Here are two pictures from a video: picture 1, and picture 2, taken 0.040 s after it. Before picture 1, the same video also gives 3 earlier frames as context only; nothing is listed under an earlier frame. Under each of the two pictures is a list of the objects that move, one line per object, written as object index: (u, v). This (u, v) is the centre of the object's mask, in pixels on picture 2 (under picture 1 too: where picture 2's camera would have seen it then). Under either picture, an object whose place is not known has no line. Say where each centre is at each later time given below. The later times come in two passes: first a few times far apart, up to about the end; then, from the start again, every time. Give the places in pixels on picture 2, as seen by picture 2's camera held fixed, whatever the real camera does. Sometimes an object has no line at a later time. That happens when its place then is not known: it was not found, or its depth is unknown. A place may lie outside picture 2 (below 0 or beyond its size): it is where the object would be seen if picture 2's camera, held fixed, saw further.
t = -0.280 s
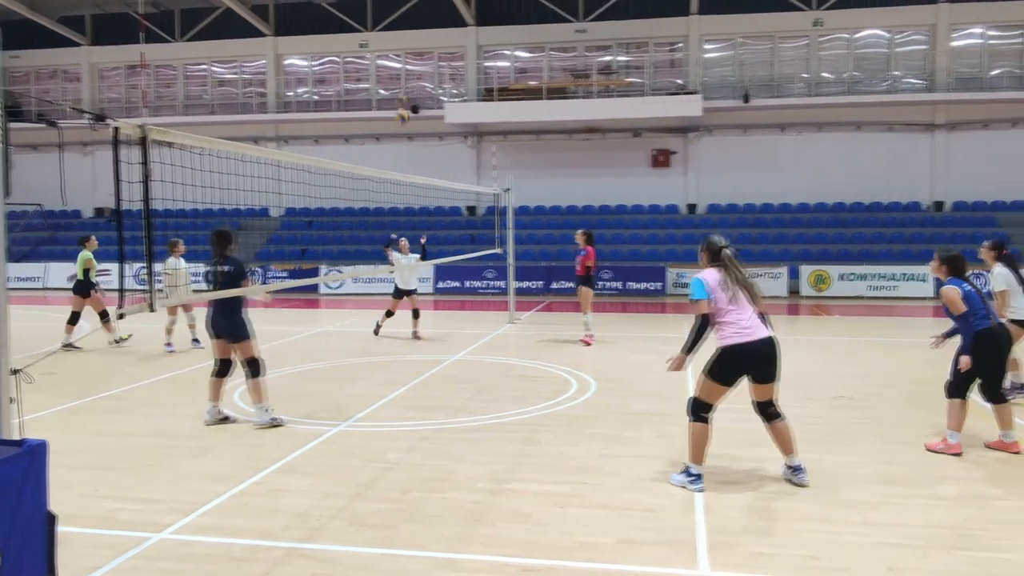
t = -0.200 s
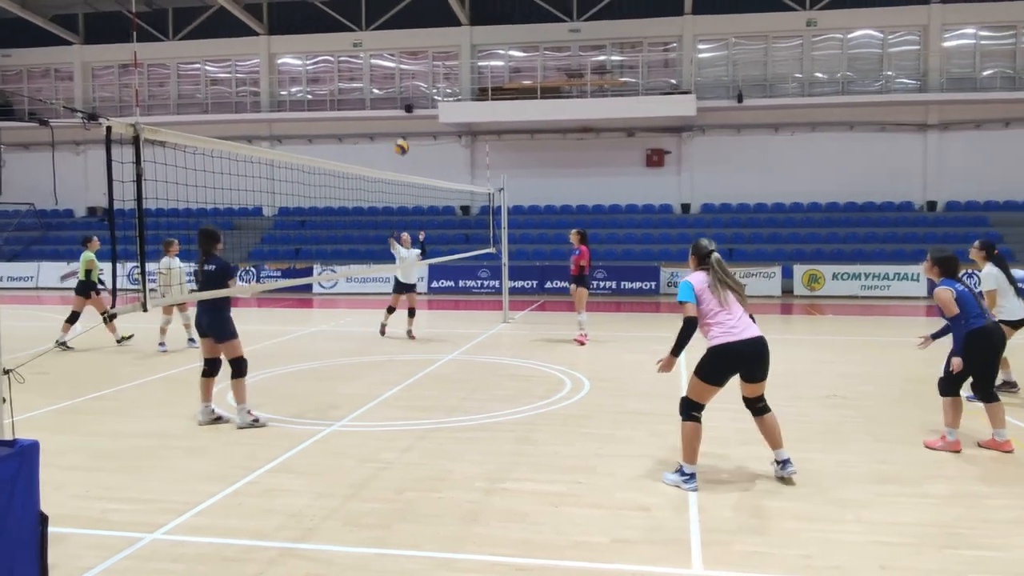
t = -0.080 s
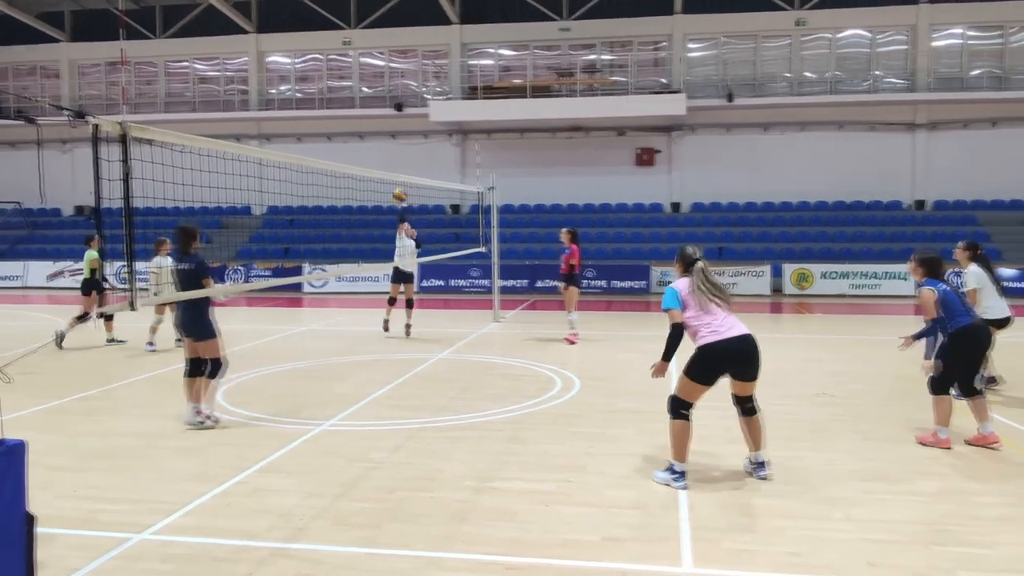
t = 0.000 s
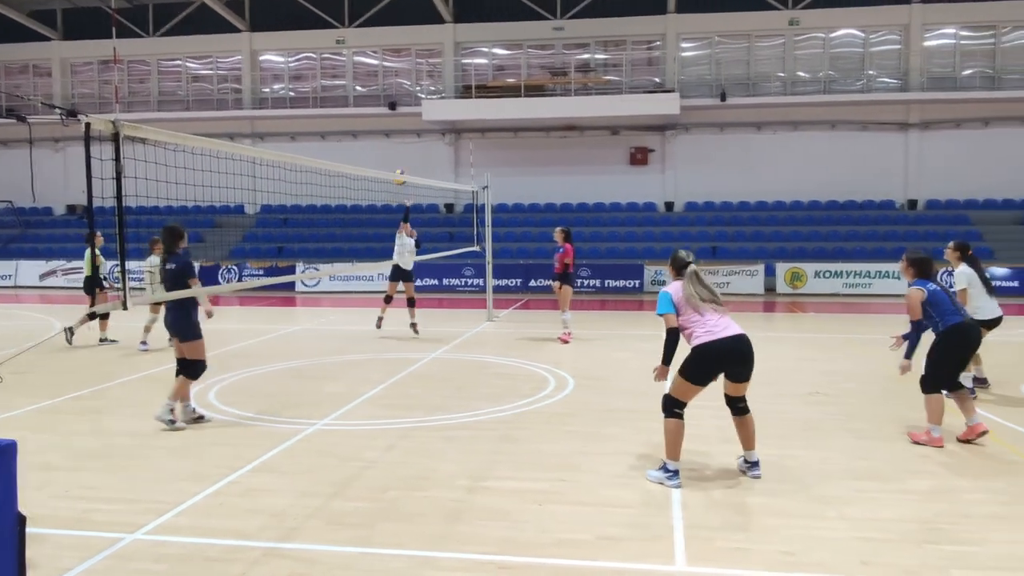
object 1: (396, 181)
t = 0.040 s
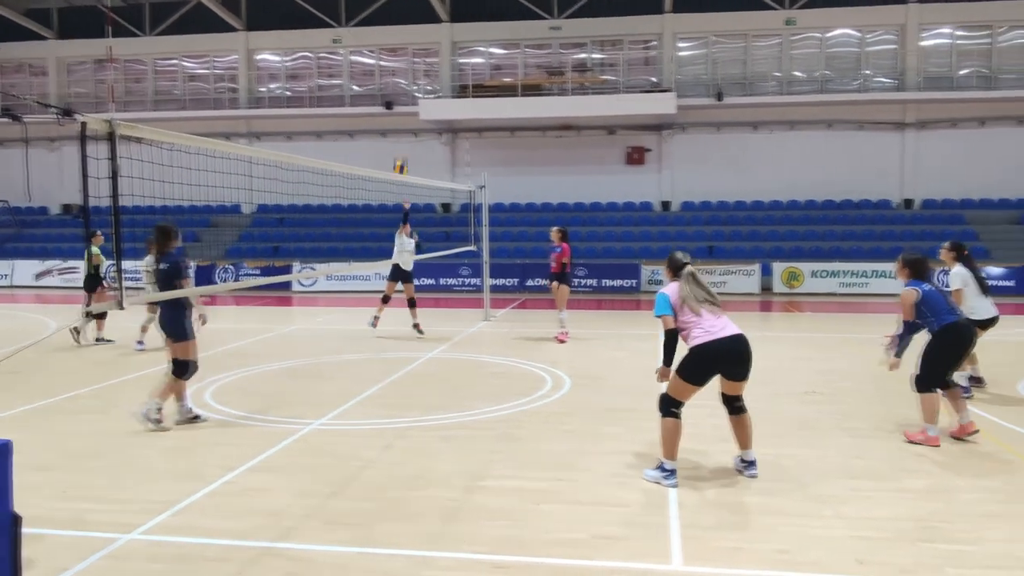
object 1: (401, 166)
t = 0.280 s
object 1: (422, 129)
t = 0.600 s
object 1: (464, 149)
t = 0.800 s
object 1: (495, 224)
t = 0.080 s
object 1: (403, 159)
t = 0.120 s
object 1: (407, 149)
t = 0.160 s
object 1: (411, 142)
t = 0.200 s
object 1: (414, 136)
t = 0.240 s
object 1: (418, 133)
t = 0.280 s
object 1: (422, 129)
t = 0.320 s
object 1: (427, 126)
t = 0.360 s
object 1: (432, 124)
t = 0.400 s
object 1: (437, 125)
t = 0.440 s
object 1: (440, 126)
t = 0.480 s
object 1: (445, 130)
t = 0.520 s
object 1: (451, 134)
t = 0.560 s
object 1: (458, 142)
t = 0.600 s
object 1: (464, 149)
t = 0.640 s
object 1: (469, 158)
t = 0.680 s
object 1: (476, 173)
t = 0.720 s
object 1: (481, 187)
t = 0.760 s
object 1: (488, 207)
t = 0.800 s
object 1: (495, 224)
